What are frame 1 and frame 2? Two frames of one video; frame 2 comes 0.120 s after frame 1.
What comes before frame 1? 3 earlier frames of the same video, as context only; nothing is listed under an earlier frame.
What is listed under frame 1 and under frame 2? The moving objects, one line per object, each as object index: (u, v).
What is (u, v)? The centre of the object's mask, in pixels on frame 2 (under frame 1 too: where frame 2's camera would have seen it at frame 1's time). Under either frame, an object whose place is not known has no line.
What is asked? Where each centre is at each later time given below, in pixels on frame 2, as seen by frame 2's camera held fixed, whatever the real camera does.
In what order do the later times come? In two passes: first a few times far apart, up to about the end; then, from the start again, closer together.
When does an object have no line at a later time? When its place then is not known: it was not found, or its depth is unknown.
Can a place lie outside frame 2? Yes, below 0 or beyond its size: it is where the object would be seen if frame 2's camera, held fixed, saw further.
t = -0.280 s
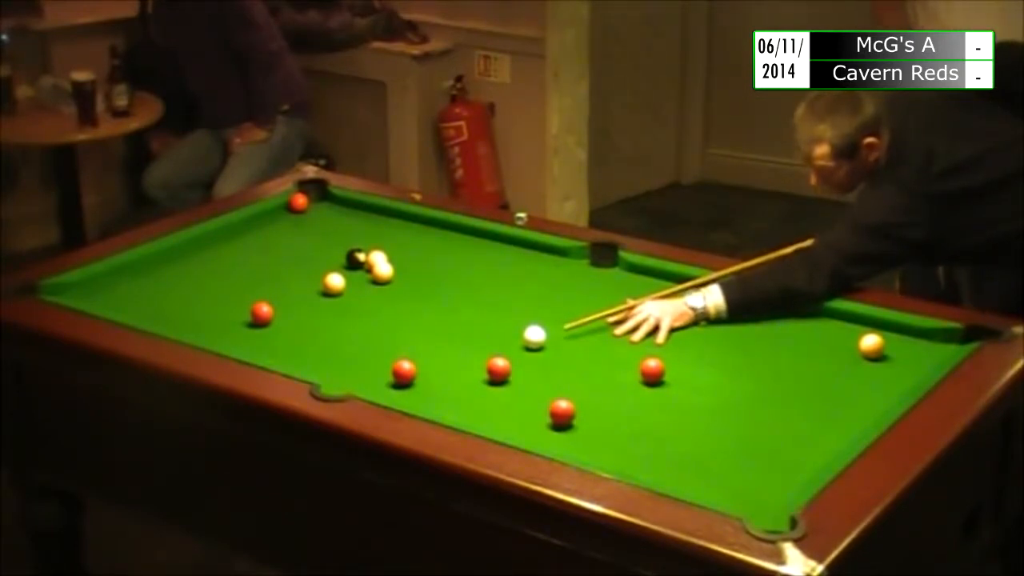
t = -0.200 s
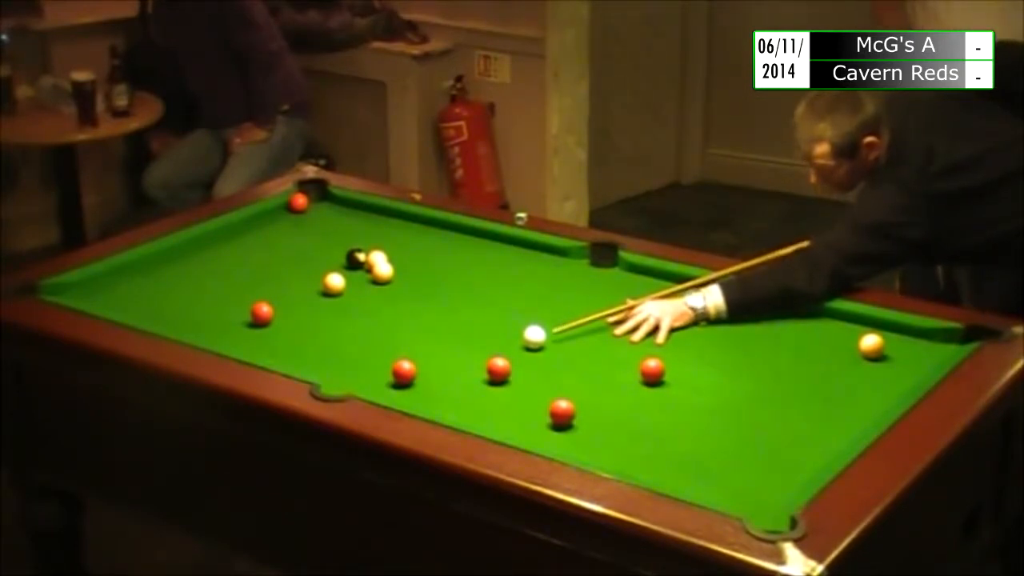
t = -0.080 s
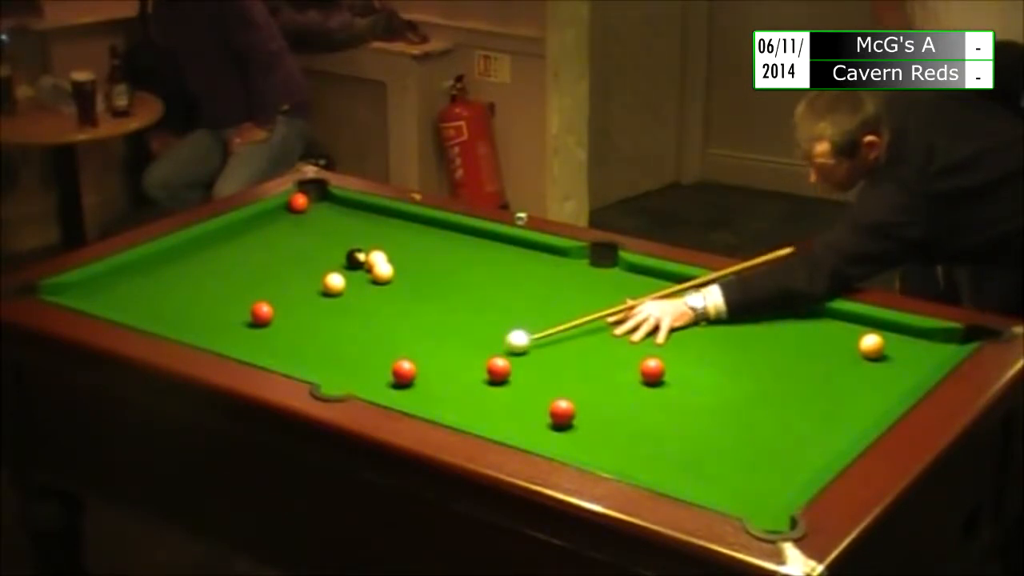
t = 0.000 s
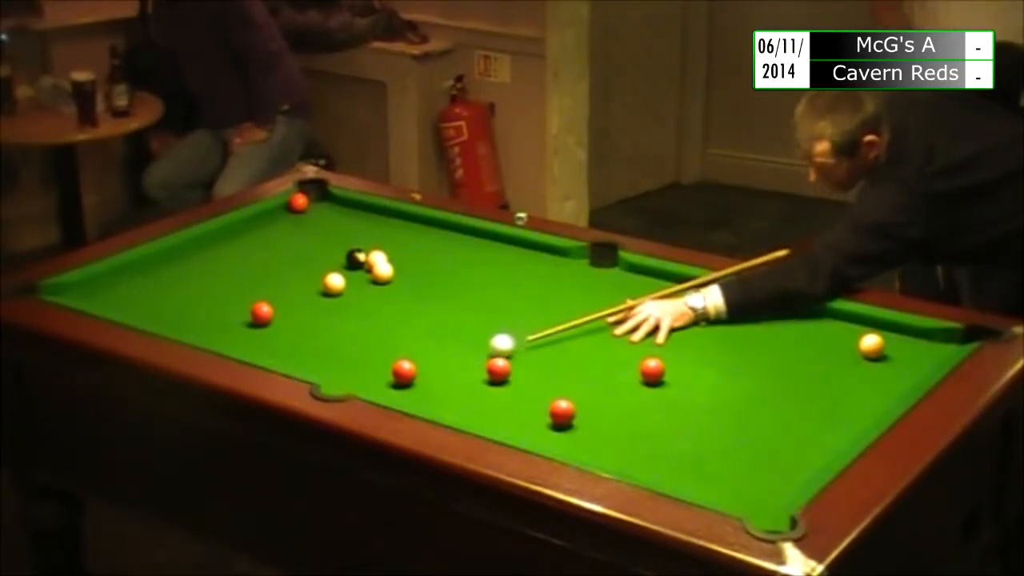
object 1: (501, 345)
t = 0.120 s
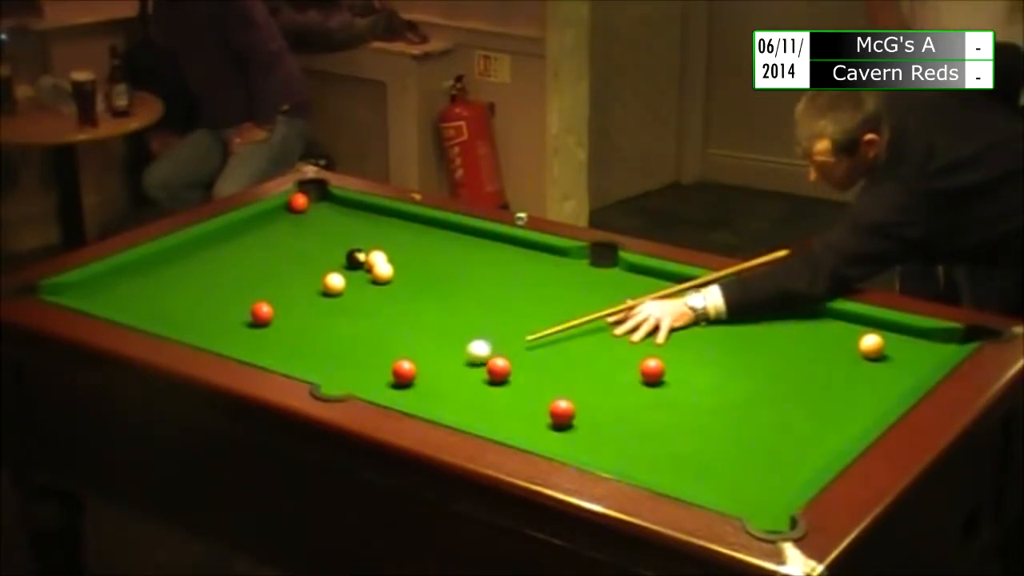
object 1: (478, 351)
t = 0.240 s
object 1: (456, 357)
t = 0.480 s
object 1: (422, 366)
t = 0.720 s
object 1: (416, 366)
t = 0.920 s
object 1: (414, 366)
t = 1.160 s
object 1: (414, 366)
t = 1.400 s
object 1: (414, 366)
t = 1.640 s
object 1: (414, 366)
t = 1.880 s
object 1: (414, 366)
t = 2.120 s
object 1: (414, 366)
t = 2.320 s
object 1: (415, 366)
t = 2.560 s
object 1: (415, 366)
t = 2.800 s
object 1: (415, 366)
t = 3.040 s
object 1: (414, 366)
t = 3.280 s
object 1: (415, 366)
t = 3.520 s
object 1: (415, 366)
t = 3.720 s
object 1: (415, 366)
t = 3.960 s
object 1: (415, 366)
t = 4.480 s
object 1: (416, 365)
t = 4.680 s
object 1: (415, 365)
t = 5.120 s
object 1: (414, 365)
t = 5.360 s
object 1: (415, 365)
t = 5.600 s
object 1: (415, 366)
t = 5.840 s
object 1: (415, 366)
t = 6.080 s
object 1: (415, 366)
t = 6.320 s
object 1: (414, 365)
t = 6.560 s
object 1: (415, 366)
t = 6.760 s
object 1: (415, 366)
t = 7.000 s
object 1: (415, 366)
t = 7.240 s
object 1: (414, 366)
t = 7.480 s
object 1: (414, 366)
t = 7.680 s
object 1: (414, 366)
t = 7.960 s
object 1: (414, 365)
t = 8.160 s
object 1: (414, 365)
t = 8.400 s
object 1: (414, 365)
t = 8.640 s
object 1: (414, 365)
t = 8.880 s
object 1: (414, 365)
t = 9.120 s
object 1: (414, 366)
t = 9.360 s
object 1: (414, 365)
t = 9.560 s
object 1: (414, 366)
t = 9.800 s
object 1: (414, 366)
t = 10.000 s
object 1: (414, 366)
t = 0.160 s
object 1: (471, 353)
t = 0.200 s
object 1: (463, 355)
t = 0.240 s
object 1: (456, 357)
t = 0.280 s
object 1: (448, 359)
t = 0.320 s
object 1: (441, 361)
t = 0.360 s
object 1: (434, 363)
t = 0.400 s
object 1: (427, 365)
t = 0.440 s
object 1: (423, 365)
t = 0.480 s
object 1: (422, 366)
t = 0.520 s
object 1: (421, 365)
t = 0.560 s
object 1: (420, 366)
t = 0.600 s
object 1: (418, 366)
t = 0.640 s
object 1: (418, 366)
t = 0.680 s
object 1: (417, 366)
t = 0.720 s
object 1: (416, 366)
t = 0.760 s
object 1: (415, 366)
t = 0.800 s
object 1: (415, 366)
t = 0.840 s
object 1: (414, 366)
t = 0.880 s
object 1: (414, 366)
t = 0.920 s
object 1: (414, 366)
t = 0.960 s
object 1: (414, 366)
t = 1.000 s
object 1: (414, 366)
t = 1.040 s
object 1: (414, 366)
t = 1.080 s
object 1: (414, 366)
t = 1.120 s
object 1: (414, 366)
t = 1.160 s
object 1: (414, 366)
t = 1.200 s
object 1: (414, 366)
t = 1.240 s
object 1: (414, 366)
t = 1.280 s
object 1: (414, 366)
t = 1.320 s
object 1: (414, 366)
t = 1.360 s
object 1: (414, 366)
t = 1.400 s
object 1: (414, 366)
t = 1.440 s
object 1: (414, 366)
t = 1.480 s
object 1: (414, 366)
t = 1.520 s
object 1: (414, 366)
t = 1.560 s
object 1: (414, 366)
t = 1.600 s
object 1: (414, 366)
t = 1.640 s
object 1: (414, 366)
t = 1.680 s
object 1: (414, 366)
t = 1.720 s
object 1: (414, 366)
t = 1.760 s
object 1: (414, 366)
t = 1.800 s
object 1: (414, 366)
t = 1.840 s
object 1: (414, 366)
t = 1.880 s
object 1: (414, 366)
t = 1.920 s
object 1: (414, 366)
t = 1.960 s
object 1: (414, 366)
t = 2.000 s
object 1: (415, 366)
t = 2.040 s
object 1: (415, 366)
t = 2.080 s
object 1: (415, 366)
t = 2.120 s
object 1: (414, 366)
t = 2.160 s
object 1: (415, 366)
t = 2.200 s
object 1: (415, 366)
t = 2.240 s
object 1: (415, 366)
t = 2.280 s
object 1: (415, 366)
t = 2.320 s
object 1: (415, 366)
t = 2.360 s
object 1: (415, 366)
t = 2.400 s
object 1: (414, 366)
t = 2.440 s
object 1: (415, 366)
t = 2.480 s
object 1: (414, 366)
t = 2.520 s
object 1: (414, 366)
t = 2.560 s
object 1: (415, 366)
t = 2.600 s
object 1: (415, 366)
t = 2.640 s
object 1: (414, 366)
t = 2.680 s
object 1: (414, 366)
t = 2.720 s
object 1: (414, 366)
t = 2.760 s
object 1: (414, 366)
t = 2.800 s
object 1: (415, 366)
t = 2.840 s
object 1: (414, 366)
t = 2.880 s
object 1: (414, 366)
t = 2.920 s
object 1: (415, 366)
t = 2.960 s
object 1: (414, 366)
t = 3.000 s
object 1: (415, 366)
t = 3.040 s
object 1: (414, 366)
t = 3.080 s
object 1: (415, 366)
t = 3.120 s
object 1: (414, 366)
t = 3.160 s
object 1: (414, 366)
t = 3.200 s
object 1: (414, 366)
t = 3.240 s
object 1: (415, 366)
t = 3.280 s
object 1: (415, 366)
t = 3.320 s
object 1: (415, 366)
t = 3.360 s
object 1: (415, 366)
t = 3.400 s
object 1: (414, 366)
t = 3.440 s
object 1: (415, 366)
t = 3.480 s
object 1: (415, 366)
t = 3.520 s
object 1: (415, 366)
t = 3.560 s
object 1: (415, 366)
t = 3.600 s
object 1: (414, 366)
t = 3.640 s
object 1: (415, 366)
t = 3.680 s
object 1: (415, 366)
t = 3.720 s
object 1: (415, 366)
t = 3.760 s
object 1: (414, 366)
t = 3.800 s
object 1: (414, 366)
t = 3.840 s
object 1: (414, 366)
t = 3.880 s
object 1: (414, 366)
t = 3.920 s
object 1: (414, 366)
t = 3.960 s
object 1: (415, 366)
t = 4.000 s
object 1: (415, 366)
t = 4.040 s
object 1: (414, 365)
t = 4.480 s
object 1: (416, 365)
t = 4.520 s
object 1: (415, 366)
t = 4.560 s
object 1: (415, 365)
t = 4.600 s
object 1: (415, 365)
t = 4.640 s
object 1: (414, 365)
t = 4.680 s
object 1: (415, 365)
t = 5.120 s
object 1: (414, 365)
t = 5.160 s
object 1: (415, 366)
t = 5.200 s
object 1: (415, 365)
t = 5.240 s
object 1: (415, 365)
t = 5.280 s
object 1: (415, 365)
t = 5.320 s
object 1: (415, 365)
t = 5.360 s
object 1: (415, 365)
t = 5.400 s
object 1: (415, 365)
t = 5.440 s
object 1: (415, 365)
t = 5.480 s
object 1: (415, 366)
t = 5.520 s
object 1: (415, 366)
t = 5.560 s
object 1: (415, 366)
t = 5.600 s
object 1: (415, 366)
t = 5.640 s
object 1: (415, 366)
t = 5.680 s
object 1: (415, 366)
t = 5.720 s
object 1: (415, 366)
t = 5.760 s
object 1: (415, 366)
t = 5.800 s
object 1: (415, 366)
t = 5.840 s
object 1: (415, 366)
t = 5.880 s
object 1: (415, 365)
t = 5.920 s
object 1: (415, 365)
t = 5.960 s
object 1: (415, 365)
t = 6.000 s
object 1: (415, 365)
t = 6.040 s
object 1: (415, 366)
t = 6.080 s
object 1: (415, 366)
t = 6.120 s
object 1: (415, 366)
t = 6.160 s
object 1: (415, 366)
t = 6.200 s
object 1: (415, 365)
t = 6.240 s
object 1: (415, 365)
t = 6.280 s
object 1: (415, 365)
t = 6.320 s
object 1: (414, 365)
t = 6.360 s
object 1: (415, 365)
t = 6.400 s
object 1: (415, 366)
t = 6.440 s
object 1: (414, 366)
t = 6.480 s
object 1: (415, 366)
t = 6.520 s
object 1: (415, 365)
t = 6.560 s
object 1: (415, 366)
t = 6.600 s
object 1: (415, 365)
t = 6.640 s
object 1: (415, 366)
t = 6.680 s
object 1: (415, 366)
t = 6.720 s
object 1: (415, 366)
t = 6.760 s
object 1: (415, 366)
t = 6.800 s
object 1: (415, 366)
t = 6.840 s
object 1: (415, 366)
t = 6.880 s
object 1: (415, 366)
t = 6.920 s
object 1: (415, 366)
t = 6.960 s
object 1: (415, 366)
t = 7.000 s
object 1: (415, 366)
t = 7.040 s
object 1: (415, 366)
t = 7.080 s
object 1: (415, 366)
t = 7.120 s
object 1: (415, 366)
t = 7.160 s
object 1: (414, 365)
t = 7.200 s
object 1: (415, 366)
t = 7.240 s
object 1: (414, 366)
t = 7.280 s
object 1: (414, 366)
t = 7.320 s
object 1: (414, 365)
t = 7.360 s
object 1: (414, 366)
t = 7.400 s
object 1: (414, 365)
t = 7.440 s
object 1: (414, 366)
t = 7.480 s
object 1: (414, 366)
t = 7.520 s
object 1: (414, 366)
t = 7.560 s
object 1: (414, 366)
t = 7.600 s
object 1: (414, 366)
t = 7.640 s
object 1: (414, 365)
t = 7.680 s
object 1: (414, 366)
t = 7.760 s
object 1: (414, 365)
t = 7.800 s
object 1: (414, 365)
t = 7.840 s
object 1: (414, 365)
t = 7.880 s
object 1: (414, 365)
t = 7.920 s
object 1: (414, 365)
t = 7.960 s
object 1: (414, 365)
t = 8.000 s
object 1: (414, 366)
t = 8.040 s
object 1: (414, 365)
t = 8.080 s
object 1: (414, 365)
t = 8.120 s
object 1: (414, 365)
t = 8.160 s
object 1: (414, 365)
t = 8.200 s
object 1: (414, 365)
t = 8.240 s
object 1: (414, 365)
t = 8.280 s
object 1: (414, 366)
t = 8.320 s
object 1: (414, 366)
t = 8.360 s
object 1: (414, 365)
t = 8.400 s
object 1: (414, 365)
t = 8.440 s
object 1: (414, 365)
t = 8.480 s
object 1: (414, 365)
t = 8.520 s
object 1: (414, 365)
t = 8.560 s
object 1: (414, 366)
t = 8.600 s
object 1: (414, 365)
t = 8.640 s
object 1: (414, 365)
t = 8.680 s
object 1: (414, 365)
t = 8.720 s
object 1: (414, 366)
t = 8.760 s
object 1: (414, 366)
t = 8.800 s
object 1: (414, 366)
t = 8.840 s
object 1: (414, 365)
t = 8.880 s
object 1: (414, 365)
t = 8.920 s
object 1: (414, 365)
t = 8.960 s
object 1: (414, 366)
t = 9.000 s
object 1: (414, 365)
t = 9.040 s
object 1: (414, 365)
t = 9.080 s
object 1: (414, 366)
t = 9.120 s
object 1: (414, 366)
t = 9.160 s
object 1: (414, 366)
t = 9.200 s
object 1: (414, 366)
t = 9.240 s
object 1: (414, 366)
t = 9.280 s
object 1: (414, 365)
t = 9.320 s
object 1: (414, 366)
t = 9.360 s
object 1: (414, 365)
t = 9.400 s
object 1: (414, 366)
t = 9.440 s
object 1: (414, 366)
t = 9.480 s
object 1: (414, 366)
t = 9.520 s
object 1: (414, 366)
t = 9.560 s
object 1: (414, 366)
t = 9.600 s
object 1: (414, 366)
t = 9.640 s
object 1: (414, 366)
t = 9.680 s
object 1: (414, 365)
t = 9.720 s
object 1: (414, 366)
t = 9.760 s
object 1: (414, 366)
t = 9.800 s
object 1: (414, 366)
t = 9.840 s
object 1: (414, 366)
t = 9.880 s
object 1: (414, 366)
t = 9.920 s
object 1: (414, 365)
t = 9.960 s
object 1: (414, 366)
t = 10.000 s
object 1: (414, 366)
